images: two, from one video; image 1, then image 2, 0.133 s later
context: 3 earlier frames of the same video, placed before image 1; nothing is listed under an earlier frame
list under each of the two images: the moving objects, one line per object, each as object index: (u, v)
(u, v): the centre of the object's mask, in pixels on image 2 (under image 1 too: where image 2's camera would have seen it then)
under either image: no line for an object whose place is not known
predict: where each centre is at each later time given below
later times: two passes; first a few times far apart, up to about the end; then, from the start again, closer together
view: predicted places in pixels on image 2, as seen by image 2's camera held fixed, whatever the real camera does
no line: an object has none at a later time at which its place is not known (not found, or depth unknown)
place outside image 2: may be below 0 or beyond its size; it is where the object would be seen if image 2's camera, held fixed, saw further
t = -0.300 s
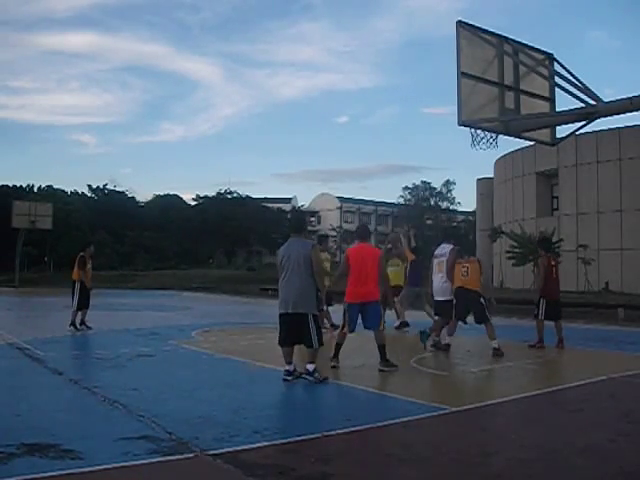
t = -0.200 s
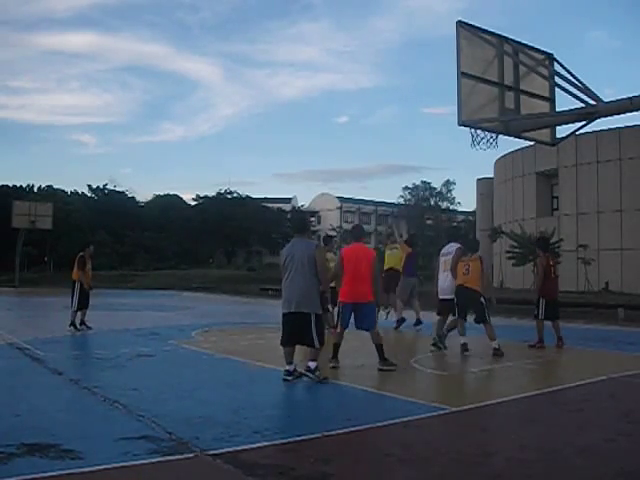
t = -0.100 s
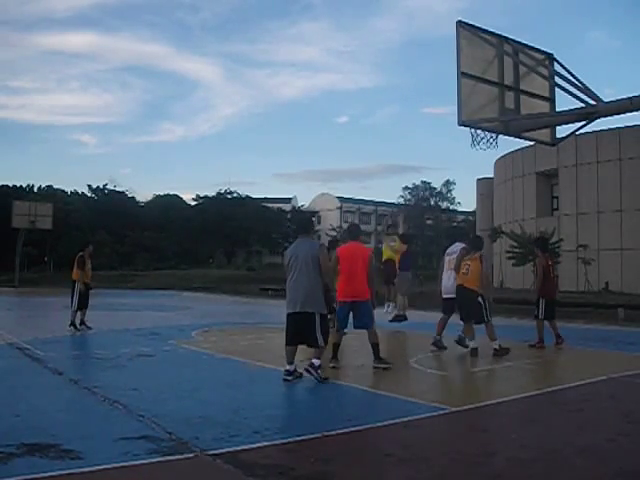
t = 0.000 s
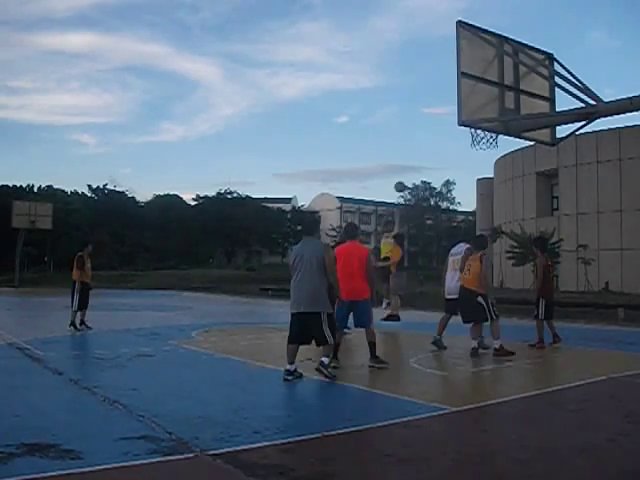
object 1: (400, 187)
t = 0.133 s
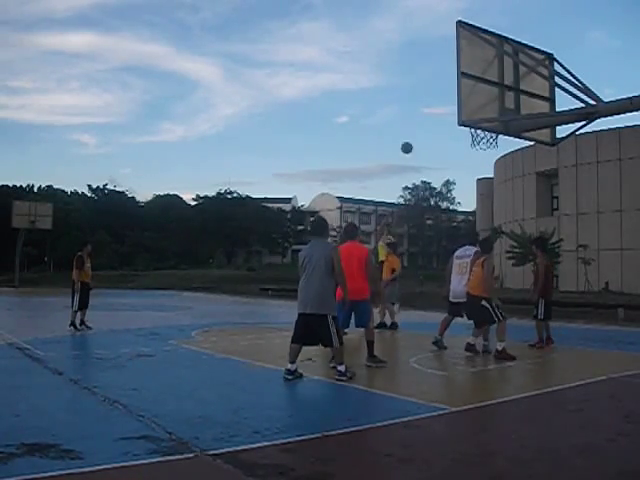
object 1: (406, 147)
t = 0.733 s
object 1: (447, 64)
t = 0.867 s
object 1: (454, 71)
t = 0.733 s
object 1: (447, 64)
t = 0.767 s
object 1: (450, 65)
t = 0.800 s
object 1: (452, 66)
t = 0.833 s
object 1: (453, 68)
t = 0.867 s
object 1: (454, 71)
